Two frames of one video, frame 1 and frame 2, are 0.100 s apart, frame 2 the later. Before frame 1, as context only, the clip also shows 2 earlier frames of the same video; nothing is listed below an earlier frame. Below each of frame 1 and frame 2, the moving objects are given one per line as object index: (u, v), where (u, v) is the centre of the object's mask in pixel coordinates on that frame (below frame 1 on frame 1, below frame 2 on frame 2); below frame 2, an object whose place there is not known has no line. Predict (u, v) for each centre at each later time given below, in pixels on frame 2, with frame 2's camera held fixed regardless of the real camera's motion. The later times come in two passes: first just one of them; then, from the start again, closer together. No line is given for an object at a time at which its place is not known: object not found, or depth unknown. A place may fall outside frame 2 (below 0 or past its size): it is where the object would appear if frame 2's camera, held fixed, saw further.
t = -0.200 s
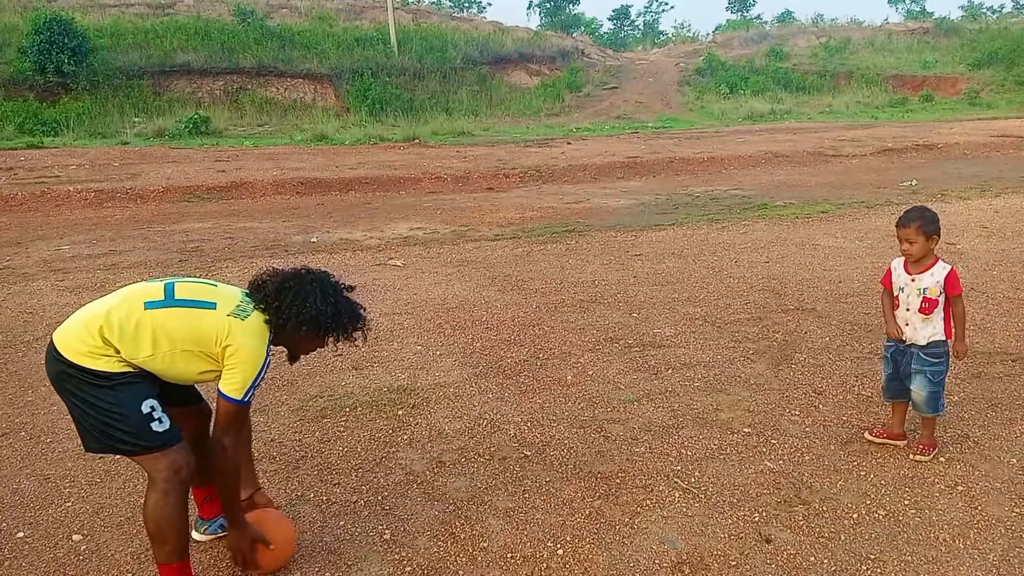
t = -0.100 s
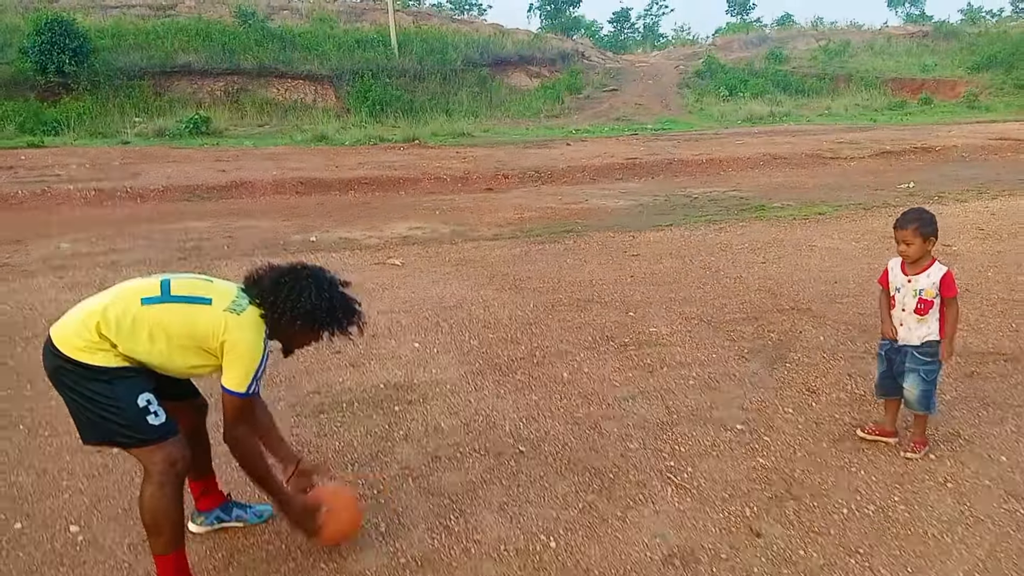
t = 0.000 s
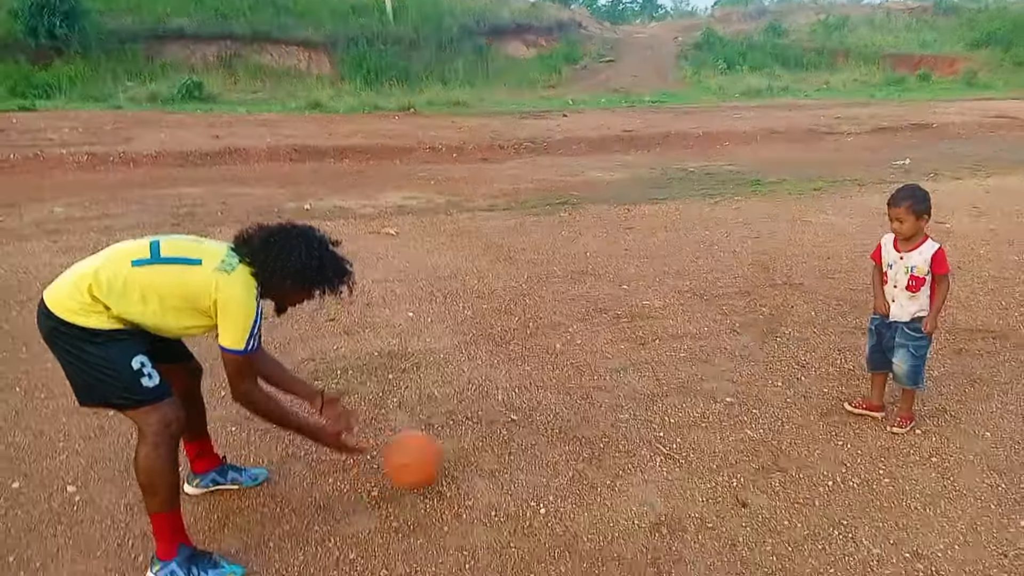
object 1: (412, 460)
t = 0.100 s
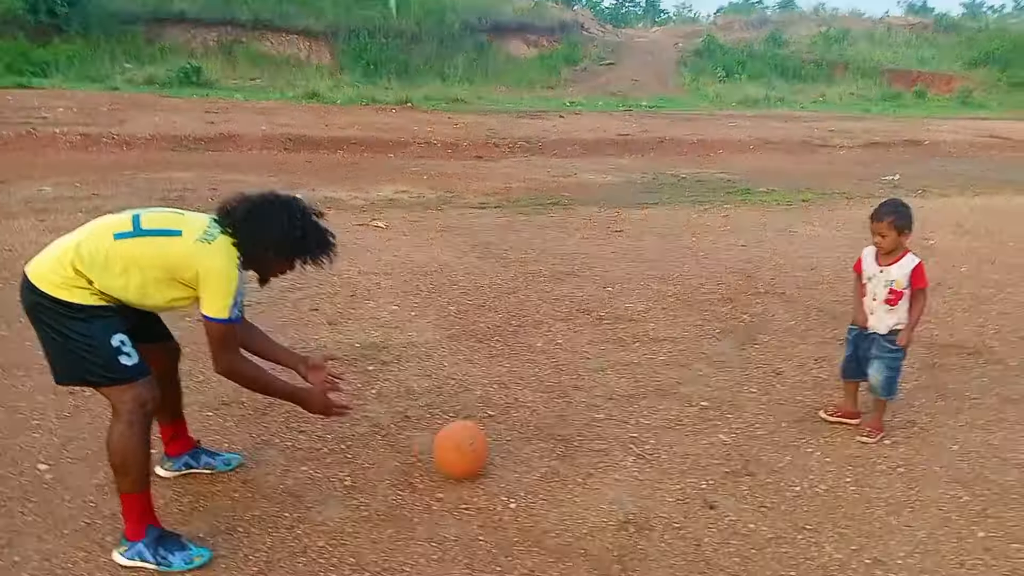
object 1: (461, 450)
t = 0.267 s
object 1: (548, 439)
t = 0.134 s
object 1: (479, 442)
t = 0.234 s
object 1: (530, 435)
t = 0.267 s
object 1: (548, 439)
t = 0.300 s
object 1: (566, 443)
